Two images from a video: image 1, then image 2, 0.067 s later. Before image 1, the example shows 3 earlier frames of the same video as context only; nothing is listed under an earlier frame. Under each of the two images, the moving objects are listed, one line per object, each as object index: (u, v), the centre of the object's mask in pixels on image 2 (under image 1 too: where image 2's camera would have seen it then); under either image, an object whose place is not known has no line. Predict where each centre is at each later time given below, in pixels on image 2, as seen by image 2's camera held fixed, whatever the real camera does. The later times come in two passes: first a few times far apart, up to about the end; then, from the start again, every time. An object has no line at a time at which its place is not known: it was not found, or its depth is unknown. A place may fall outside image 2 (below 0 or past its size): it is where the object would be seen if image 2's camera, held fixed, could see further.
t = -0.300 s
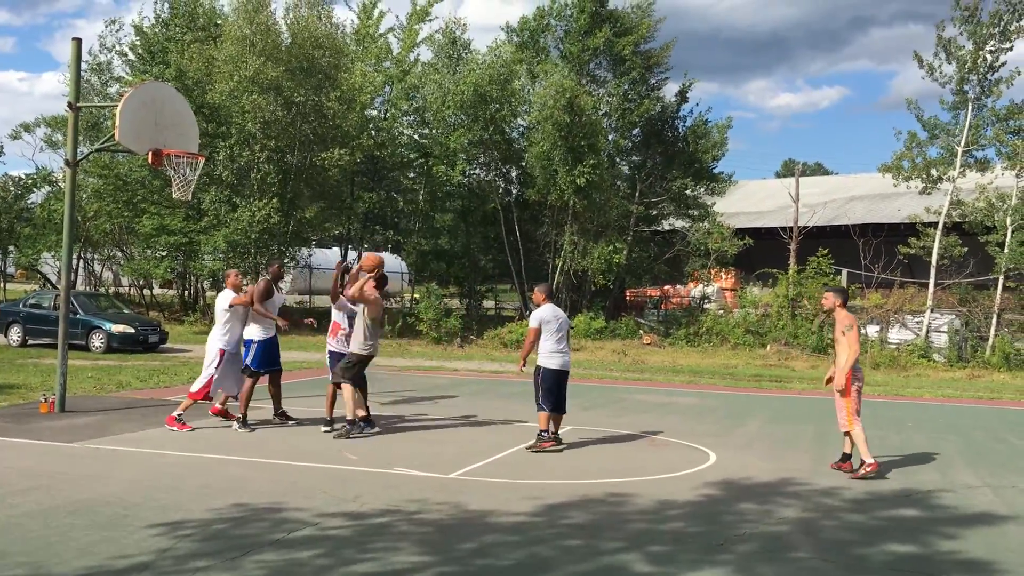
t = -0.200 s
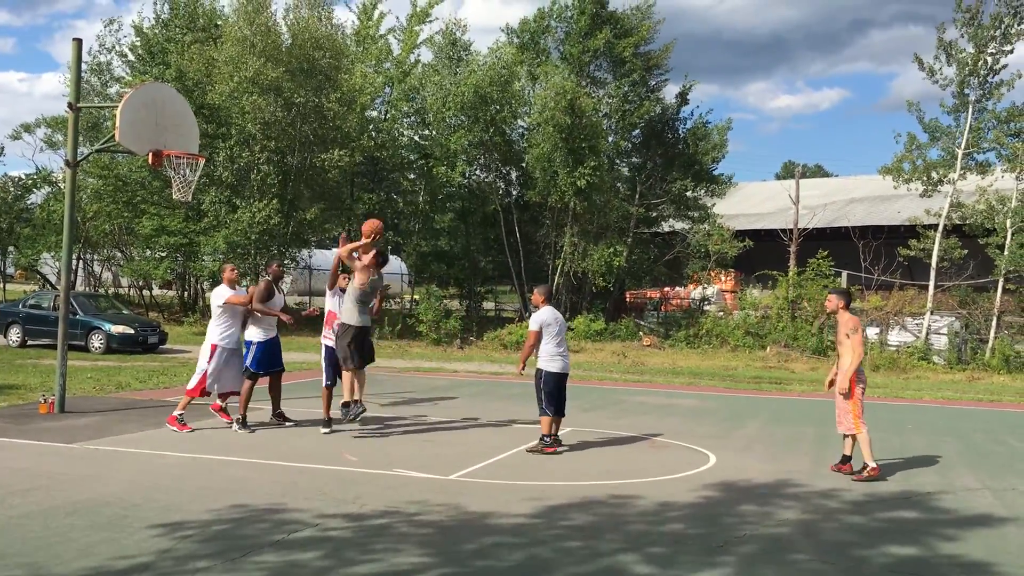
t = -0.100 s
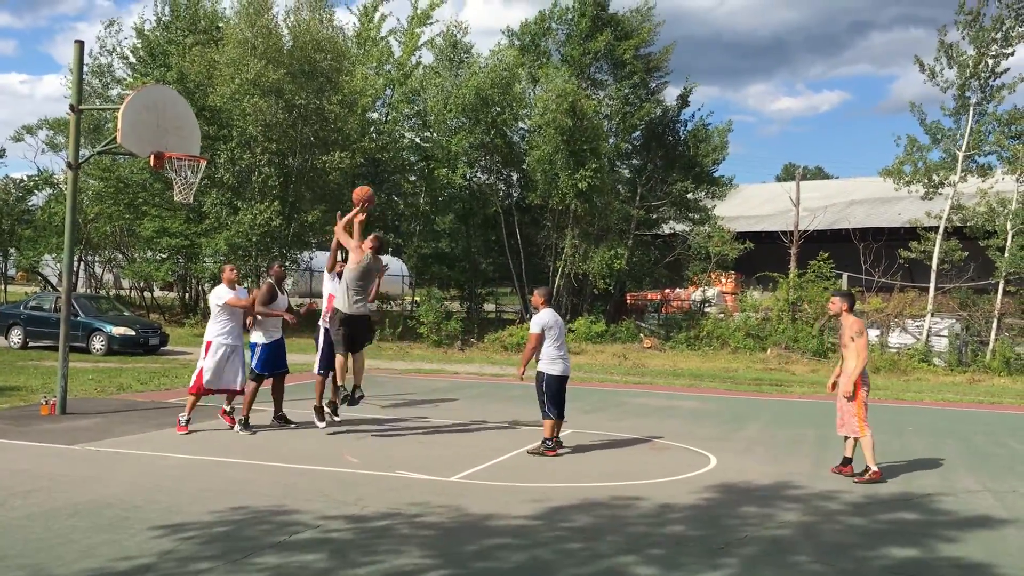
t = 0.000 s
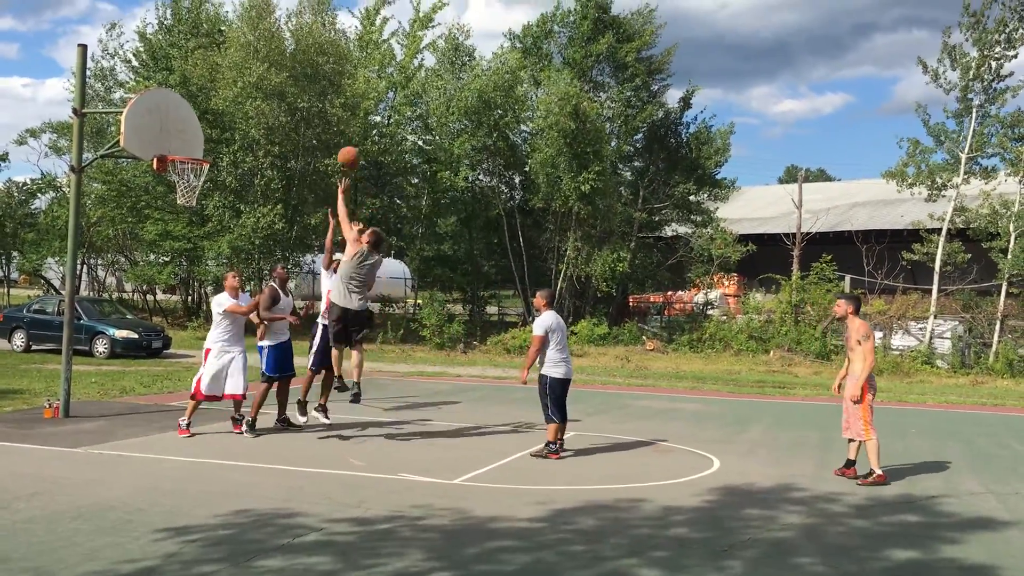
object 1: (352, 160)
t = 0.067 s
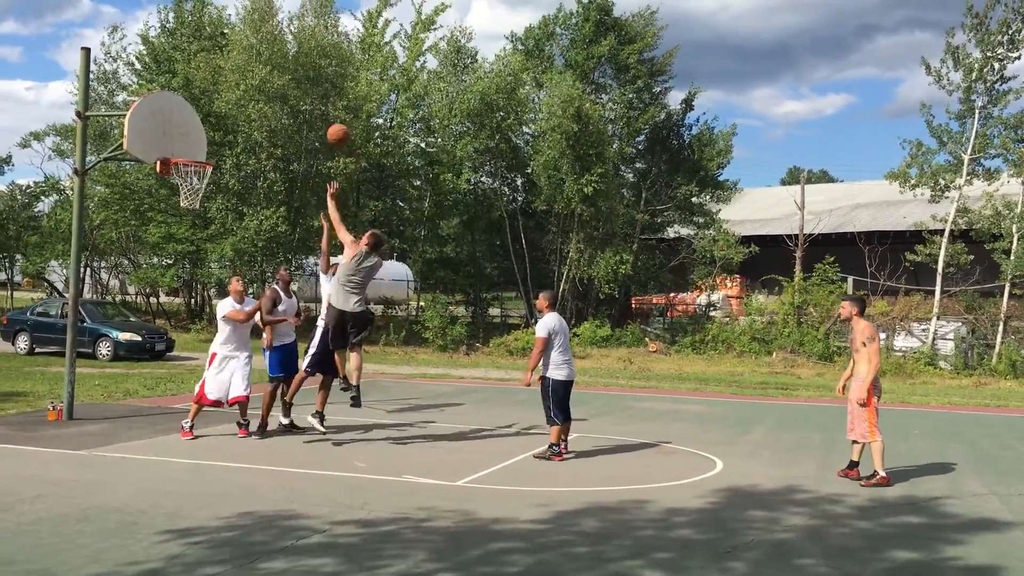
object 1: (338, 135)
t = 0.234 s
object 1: (306, 92)
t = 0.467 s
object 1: (261, 74)
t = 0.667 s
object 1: (222, 96)
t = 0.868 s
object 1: (183, 150)
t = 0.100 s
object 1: (330, 124)
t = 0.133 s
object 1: (325, 114)
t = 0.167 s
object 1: (318, 106)
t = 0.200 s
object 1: (312, 98)
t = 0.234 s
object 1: (306, 92)
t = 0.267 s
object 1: (299, 86)
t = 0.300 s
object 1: (293, 82)
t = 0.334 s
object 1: (286, 78)
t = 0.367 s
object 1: (280, 76)
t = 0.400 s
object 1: (273, 74)
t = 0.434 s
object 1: (267, 74)
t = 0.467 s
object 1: (261, 74)
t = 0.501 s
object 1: (254, 75)
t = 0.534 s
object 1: (248, 78)
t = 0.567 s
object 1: (241, 81)
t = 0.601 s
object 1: (235, 85)
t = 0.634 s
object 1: (229, 90)
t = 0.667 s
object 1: (222, 96)
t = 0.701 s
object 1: (216, 102)
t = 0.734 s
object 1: (209, 110)
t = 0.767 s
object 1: (202, 119)
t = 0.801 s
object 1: (196, 129)
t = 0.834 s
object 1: (190, 140)
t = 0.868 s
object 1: (183, 150)
